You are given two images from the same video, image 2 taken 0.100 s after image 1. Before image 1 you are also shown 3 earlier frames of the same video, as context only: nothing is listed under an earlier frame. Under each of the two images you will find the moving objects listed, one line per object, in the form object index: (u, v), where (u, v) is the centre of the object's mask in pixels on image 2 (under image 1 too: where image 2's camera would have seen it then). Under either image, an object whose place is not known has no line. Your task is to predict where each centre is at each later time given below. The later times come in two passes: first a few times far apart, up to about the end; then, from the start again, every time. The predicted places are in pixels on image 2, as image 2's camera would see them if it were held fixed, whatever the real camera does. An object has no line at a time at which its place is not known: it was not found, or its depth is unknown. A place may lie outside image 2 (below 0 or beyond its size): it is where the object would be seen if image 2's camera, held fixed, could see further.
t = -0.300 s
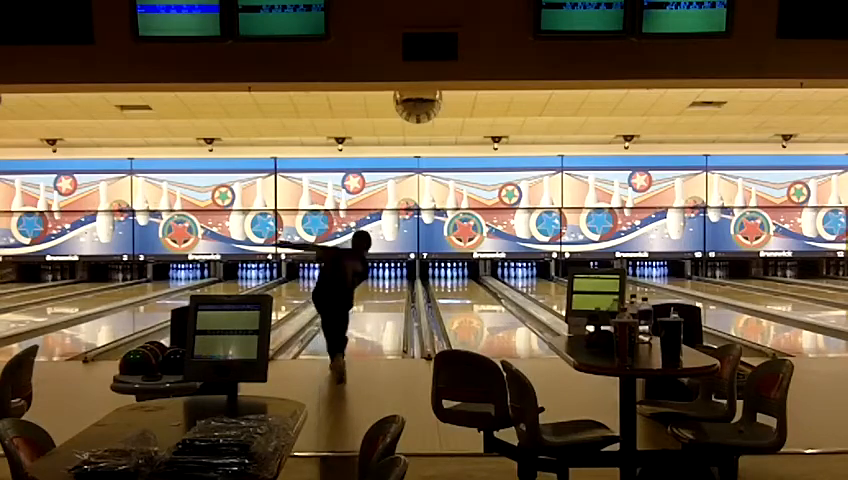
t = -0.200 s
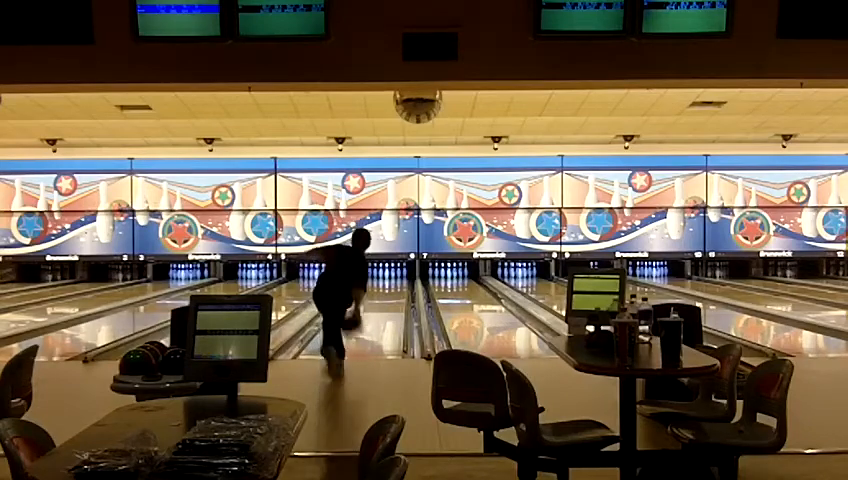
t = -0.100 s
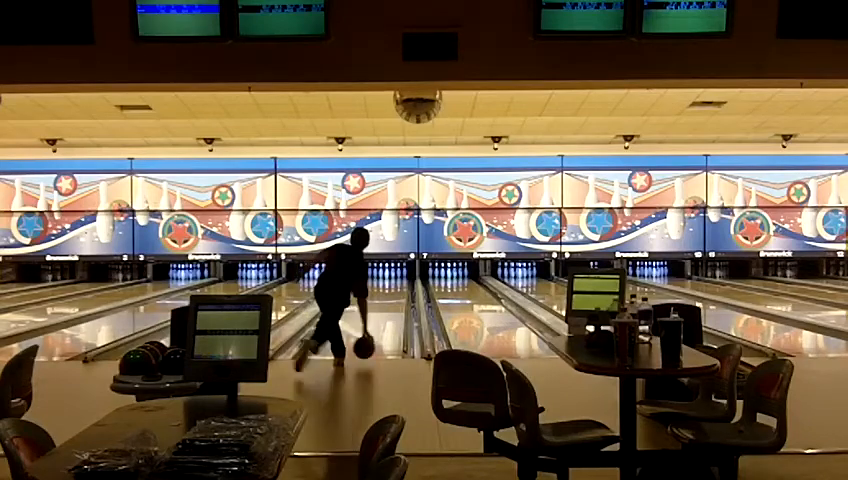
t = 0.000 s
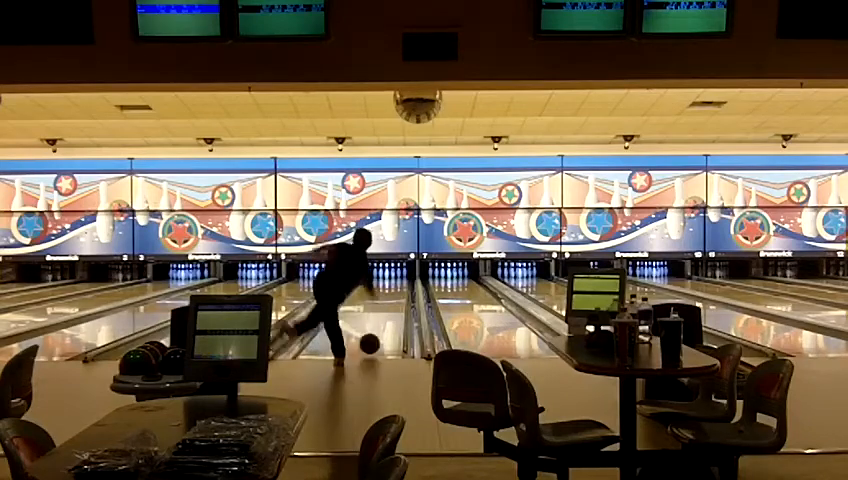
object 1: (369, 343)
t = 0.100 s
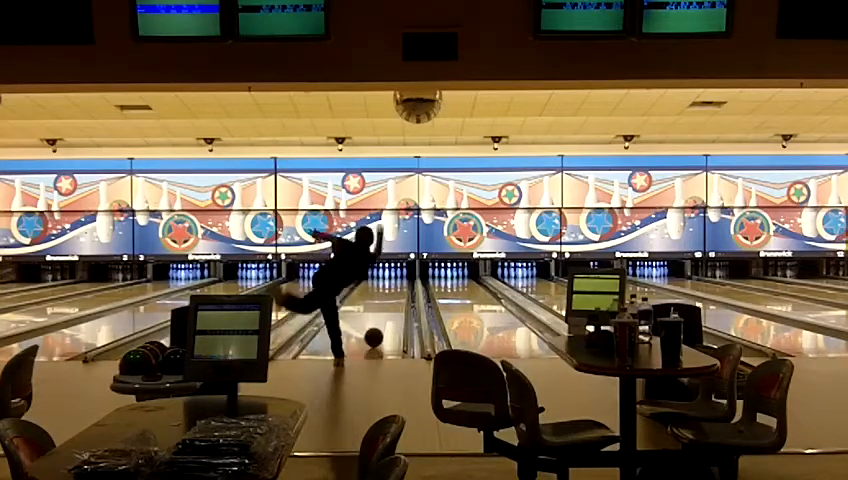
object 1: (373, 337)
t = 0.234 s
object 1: (378, 328)
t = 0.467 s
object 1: (385, 316)
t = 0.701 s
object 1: (390, 306)
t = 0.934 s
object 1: (392, 300)
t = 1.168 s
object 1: (395, 292)
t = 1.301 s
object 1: (395, 290)
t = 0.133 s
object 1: (375, 335)
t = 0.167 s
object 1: (376, 333)
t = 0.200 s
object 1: (377, 330)
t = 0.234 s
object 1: (378, 328)
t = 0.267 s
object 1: (379, 326)
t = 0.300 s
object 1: (380, 324)
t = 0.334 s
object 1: (381, 323)
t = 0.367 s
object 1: (382, 321)
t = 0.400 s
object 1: (383, 319)
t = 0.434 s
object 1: (384, 318)
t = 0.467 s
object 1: (385, 316)
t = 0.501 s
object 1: (385, 314)
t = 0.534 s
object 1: (386, 313)
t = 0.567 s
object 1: (387, 311)
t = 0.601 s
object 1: (387, 311)
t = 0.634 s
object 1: (388, 309)
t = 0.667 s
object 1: (389, 308)
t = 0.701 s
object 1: (390, 306)
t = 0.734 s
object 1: (390, 305)
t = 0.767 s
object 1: (390, 304)
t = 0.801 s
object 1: (391, 303)
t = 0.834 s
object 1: (391, 302)
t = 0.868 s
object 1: (392, 301)
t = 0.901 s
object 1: (392, 301)
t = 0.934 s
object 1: (392, 300)
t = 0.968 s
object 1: (393, 299)
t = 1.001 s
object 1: (393, 297)
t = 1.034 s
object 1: (393, 296)
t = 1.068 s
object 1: (394, 295)
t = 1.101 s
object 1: (394, 295)
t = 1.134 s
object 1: (395, 293)
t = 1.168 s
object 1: (395, 292)
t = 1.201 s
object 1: (395, 292)
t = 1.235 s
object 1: (395, 292)
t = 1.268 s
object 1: (395, 291)
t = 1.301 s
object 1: (395, 290)
